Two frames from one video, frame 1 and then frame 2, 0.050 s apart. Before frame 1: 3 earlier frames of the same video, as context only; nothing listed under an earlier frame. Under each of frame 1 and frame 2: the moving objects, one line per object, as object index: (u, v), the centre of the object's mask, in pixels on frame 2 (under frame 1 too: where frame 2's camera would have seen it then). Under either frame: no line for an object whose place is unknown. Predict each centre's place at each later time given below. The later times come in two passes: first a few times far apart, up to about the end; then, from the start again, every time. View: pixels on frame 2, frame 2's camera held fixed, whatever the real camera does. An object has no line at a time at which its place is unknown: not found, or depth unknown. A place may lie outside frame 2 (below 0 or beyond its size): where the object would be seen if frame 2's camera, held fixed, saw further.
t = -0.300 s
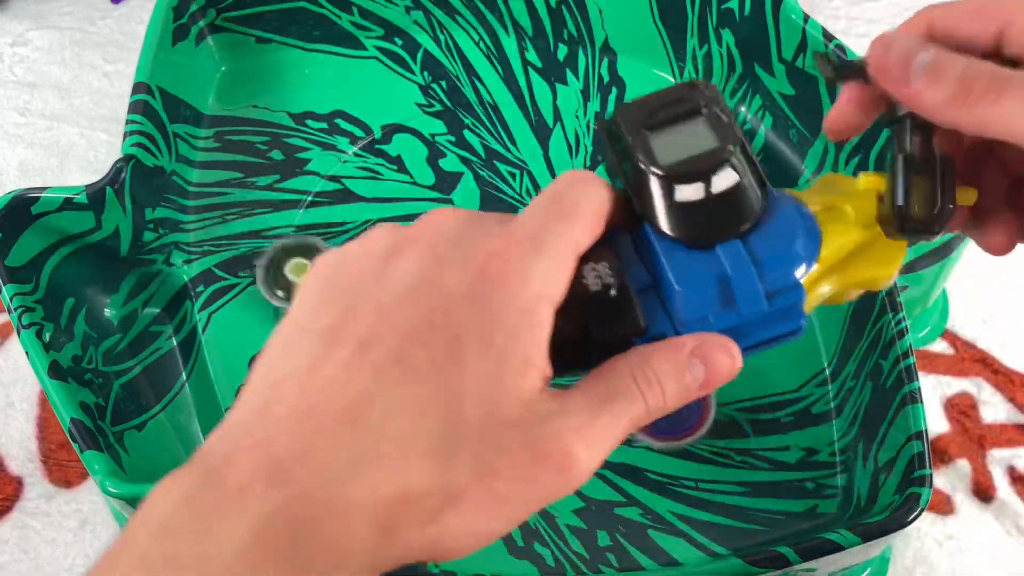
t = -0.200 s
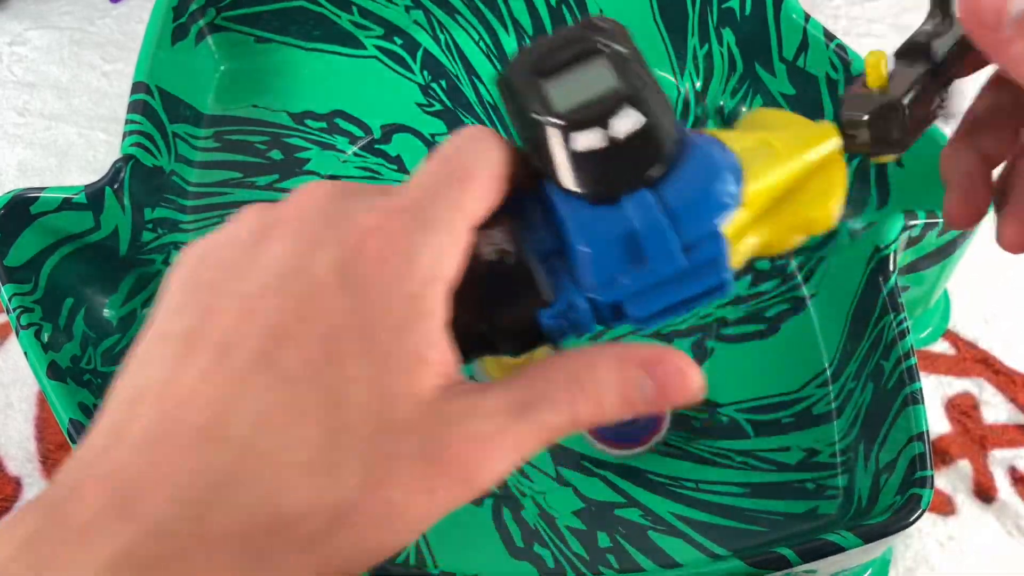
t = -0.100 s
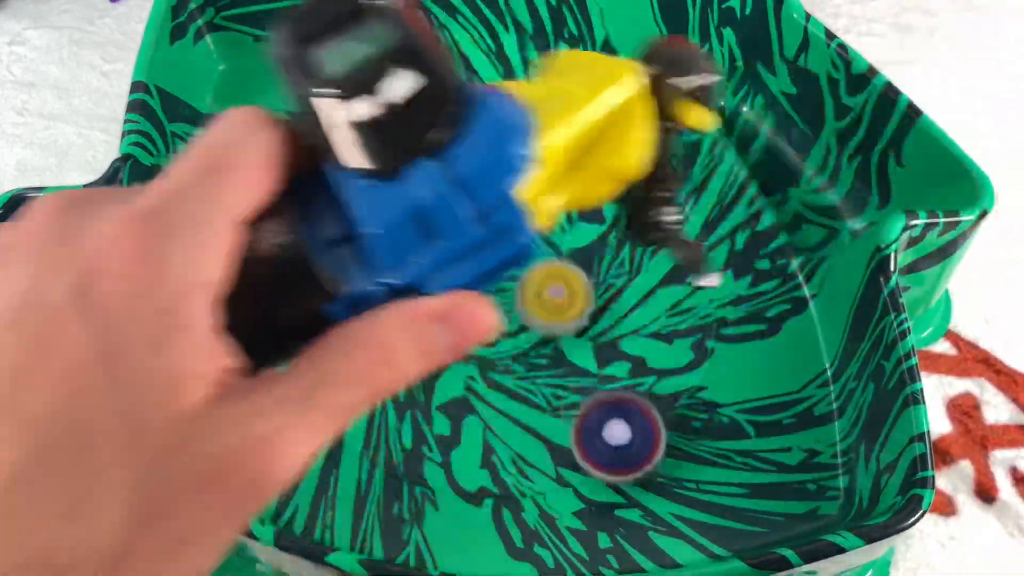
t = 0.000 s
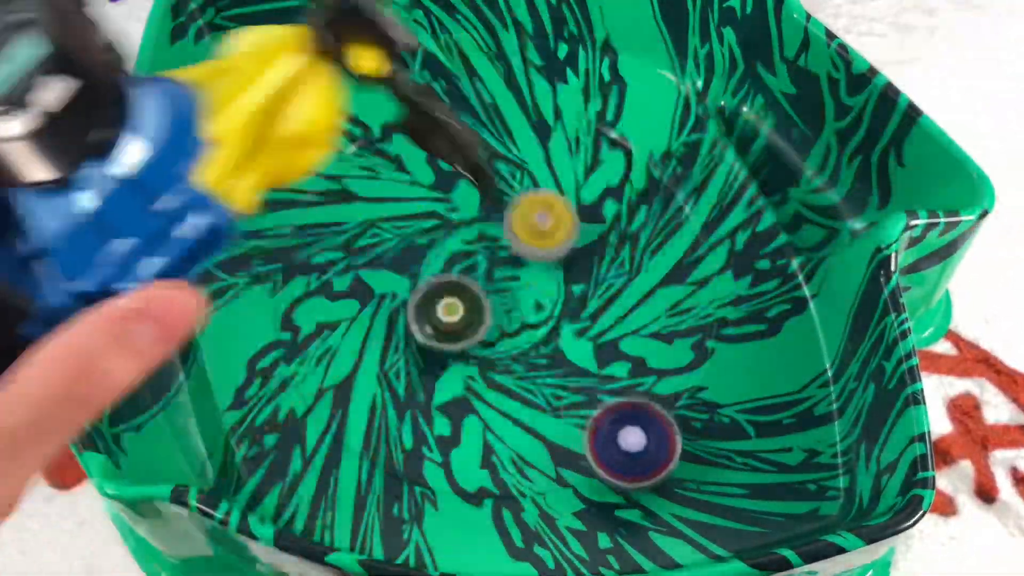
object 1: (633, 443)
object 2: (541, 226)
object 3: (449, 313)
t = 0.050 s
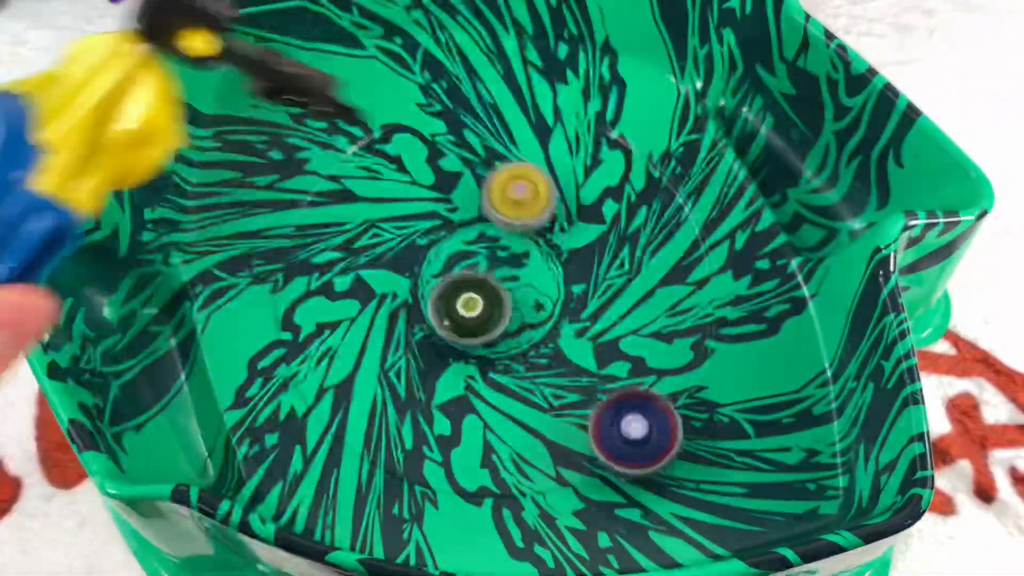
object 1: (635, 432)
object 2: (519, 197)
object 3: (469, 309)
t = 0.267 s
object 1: (611, 349)
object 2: (367, 184)
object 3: (530, 269)
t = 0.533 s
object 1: (484, 325)
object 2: (391, 351)
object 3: (554, 209)
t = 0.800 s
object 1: (529, 283)
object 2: (549, 366)
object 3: (534, 182)
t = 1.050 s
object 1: (369, 368)
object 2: (560, 226)
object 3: (552, 80)
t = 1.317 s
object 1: (418, 446)
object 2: (388, 321)
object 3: (547, 129)
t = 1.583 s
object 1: (741, 422)
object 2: (374, 398)
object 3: (488, 322)
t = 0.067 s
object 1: (635, 424)
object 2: (510, 189)
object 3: (474, 307)
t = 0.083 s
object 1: (634, 416)
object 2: (499, 182)
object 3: (481, 304)
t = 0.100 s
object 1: (634, 409)
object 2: (488, 176)
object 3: (486, 302)
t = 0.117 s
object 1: (633, 401)
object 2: (476, 171)
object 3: (492, 298)
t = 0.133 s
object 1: (633, 394)
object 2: (465, 168)
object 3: (497, 295)
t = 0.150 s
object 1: (632, 387)
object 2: (452, 165)
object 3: (502, 293)
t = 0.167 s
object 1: (631, 381)
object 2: (440, 164)
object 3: (506, 290)
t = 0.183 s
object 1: (630, 375)
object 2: (427, 164)
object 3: (511, 287)
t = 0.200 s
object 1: (627, 370)
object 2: (414, 165)
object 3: (515, 284)
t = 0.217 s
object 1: (624, 365)
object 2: (402, 168)
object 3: (520, 280)
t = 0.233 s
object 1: (621, 359)
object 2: (389, 172)
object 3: (523, 277)
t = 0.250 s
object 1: (616, 354)
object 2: (377, 177)
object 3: (527, 273)
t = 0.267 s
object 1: (611, 349)
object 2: (367, 184)
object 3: (530, 269)
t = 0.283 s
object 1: (605, 343)
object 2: (357, 192)
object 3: (533, 265)
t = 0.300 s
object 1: (599, 340)
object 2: (348, 200)
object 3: (536, 262)
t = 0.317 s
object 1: (592, 336)
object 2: (341, 209)
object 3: (539, 258)
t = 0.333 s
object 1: (585, 333)
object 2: (335, 220)
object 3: (542, 254)
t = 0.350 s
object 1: (578, 330)
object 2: (330, 231)
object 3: (544, 249)
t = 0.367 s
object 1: (570, 328)
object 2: (327, 243)
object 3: (546, 245)
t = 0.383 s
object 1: (562, 326)
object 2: (326, 255)
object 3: (548, 241)
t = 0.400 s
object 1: (554, 324)
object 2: (326, 267)
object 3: (549, 237)
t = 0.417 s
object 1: (545, 323)
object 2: (329, 279)
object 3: (551, 233)
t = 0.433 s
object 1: (536, 322)
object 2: (333, 291)
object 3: (552, 229)
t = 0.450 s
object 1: (528, 321)
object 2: (339, 303)
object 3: (553, 226)
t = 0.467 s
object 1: (519, 321)
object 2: (346, 315)
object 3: (553, 222)
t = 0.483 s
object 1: (510, 322)
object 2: (356, 325)
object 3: (554, 219)
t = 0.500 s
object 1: (501, 322)
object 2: (366, 335)
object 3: (555, 215)
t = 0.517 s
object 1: (492, 324)
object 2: (379, 343)
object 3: (555, 212)
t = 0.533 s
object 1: (484, 325)
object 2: (391, 351)
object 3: (554, 209)
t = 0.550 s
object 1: (484, 325)
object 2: (397, 359)
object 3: (554, 206)
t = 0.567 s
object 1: (493, 322)
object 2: (396, 367)
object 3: (554, 204)
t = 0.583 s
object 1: (503, 319)
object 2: (398, 375)
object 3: (553, 201)
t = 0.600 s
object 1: (510, 316)
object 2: (404, 382)
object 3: (552, 199)
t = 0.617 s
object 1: (518, 314)
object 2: (413, 388)
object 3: (551, 197)
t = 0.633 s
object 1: (524, 311)
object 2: (425, 393)
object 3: (550, 194)
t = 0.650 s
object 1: (529, 309)
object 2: (438, 396)
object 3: (549, 192)
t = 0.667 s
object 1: (533, 307)
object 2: (451, 398)
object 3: (548, 190)
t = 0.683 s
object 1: (536, 304)
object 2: (465, 397)
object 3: (546, 189)
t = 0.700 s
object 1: (538, 302)
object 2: (479, 396)
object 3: (545, 187)
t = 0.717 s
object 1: (539, 300)
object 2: (492, 394)
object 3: (543, 186)
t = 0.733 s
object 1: (539, 297)
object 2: (505, 389)
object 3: (541, 185)
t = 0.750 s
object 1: (538, 295)
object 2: (518, 384)
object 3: (540, 184)
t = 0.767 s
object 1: (536, 292)
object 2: (530, 377)
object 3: (538, 183)
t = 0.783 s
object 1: (533, 289)
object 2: (541, 369)
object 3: (536, 183)
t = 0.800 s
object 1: (529, 283)
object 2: (549, 366)
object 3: (534, 182)
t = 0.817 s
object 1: (525, 271)
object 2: (558, 362)
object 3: (532, 182)
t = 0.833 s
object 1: (520, 261)
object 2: (567, 356)
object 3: (530, 182)
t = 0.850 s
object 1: (514, 254)
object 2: (574, 350)
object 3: (529, 180)
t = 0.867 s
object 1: (499, 265)
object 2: (579, 340)
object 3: (538, 155)
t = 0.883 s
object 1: (484, 276)
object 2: (583, 330)
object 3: (547, 133)
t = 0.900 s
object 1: (469, 287)
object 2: (587, 320)
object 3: (554, 108)
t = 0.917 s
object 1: (454, 298)
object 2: (589, 309)
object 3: (559, 88)
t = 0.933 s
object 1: (440, 308)
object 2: (589, 297)
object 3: (563, 70)
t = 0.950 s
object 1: (427, 318)
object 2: (589, 286)
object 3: (566, 54)
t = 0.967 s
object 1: (414, 327)
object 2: (587, 275)
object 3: (569, 43)
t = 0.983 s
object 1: (403, 336)
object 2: (584, 265)
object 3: (566, 45)
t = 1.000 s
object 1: (392, 344)
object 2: (579, 254)
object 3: (564, 50)
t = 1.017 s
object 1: (384, 352)
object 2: (574, 244)
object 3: (560, 59)
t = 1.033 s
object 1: (376, 360)
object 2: (567, 234)
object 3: (557, 69)
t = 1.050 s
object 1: (369, 368)
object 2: (560, 226)
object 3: (552, 80)
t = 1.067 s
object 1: (364, 376)
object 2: (552, 217)
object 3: (548, 86)
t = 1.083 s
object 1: (360, 382)
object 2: (544, 210)
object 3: (544, 94)
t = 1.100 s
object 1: (358, 390)
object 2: (534, 204)
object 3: (538, 105)
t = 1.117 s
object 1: (357, 396)
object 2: (524, 198)
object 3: (532, 120)
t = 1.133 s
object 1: (357, 402)
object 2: (509, 202)
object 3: (534, 115)
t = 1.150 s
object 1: (357, 409)
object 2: (492, 212)
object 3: (541, 94)
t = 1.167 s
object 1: (359, 415)
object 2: (474, 224)
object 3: (548, 75)
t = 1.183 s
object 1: (362, 420)
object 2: (455, 238)
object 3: (555, 59)
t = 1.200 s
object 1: (367, 426)
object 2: (439, 251)
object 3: (561, 51)
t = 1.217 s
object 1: (372, 432)
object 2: (427, 260)
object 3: (560, 58)
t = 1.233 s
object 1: (378, 436)
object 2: (415, 269)
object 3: (559, 68)
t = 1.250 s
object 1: (384, 439)
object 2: (407, 279)
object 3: (558, 82)
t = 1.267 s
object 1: (392, 441)
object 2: (400, 288)
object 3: (556, 91)
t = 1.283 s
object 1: (400, 444)
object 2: (395, 298)
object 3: (553, 101)
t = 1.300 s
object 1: (409, 446)
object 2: (391, 309)
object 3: (550, 114)
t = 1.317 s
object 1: (418, 446)
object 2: (388, 321)
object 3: (547, 129)
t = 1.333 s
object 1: (427, 447)
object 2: (386, 332)
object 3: (543, 139)
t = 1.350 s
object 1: (437, 447)
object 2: (386, 344)
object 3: (539, 153)
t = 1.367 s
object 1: (447, 446)
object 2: (386, 356)
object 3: (535, 166)
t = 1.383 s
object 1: (458, 444)
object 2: (388, 368)
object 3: (531, 179)
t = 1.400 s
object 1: (468, 442)
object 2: (392, 380)
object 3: (527, 192)
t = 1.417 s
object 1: (478, 438)
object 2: (396, 391)
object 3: (523, 204)
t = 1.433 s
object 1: (488, 435)
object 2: (402, 403)
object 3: (518, 217)
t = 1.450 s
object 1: (498, 430)
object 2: (410, 412)
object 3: (514, 230)
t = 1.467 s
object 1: (530, 434)
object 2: (403, 412)
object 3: (510, 242)
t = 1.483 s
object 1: (565, 437)
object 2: (394, 408)
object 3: (506, 254)
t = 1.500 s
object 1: (598, 443)
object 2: (385, 405)
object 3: (503, 266)
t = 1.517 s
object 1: (631, 442)
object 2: (377, 404)
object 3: (498, 278)
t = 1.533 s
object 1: (661, 436)
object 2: (374, 401)
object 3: (495, 289)
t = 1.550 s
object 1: (689, 429)
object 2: (373, 399)
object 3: (492, 300)
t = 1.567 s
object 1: (715, 425)
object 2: (372, 399)
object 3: (490, 311)
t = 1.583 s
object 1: (741, 422)
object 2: (374, 398)
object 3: (488, 322)
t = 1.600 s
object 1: (765, 414)
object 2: (377, 399)
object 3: (487, 331)
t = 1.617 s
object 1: (789, 405)
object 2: (381, 401)
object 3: (486, 341)
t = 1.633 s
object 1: (806, 399)
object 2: (387, 404)
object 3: (486, 350)
